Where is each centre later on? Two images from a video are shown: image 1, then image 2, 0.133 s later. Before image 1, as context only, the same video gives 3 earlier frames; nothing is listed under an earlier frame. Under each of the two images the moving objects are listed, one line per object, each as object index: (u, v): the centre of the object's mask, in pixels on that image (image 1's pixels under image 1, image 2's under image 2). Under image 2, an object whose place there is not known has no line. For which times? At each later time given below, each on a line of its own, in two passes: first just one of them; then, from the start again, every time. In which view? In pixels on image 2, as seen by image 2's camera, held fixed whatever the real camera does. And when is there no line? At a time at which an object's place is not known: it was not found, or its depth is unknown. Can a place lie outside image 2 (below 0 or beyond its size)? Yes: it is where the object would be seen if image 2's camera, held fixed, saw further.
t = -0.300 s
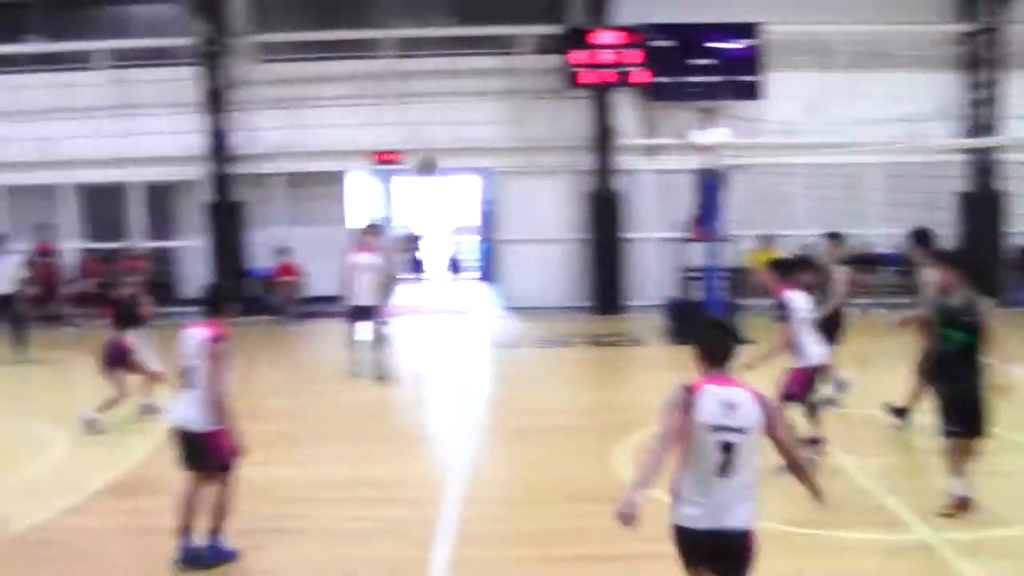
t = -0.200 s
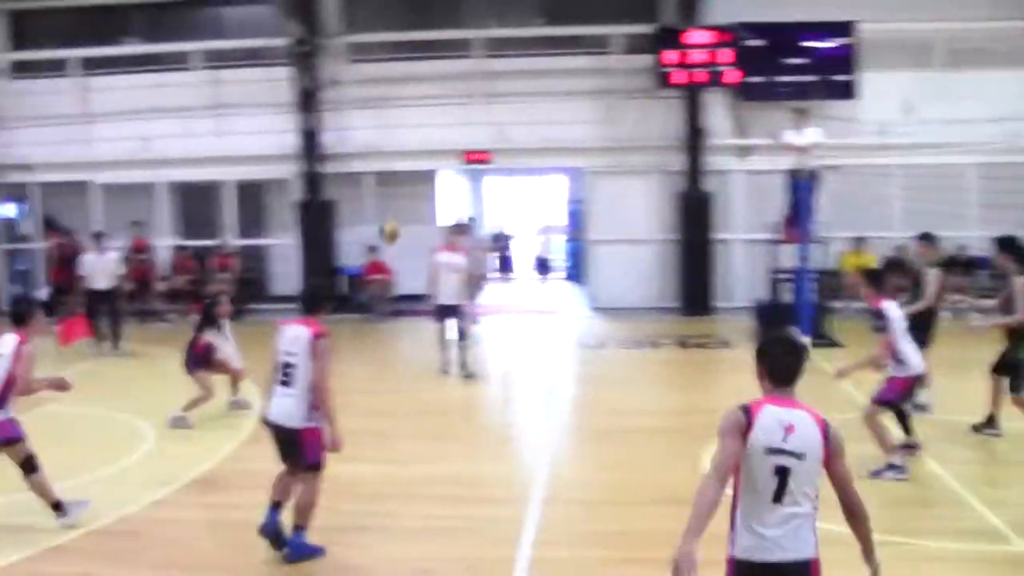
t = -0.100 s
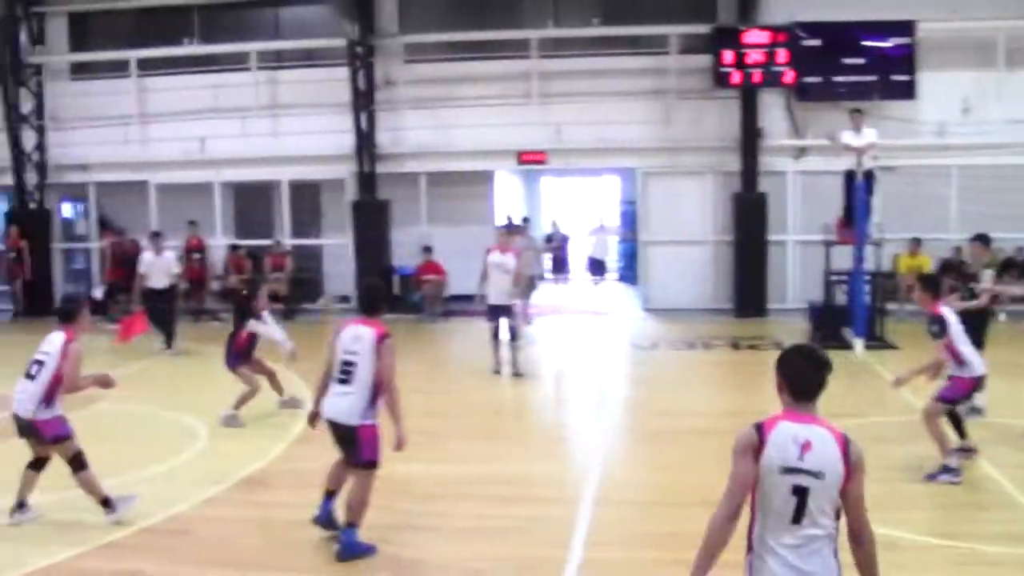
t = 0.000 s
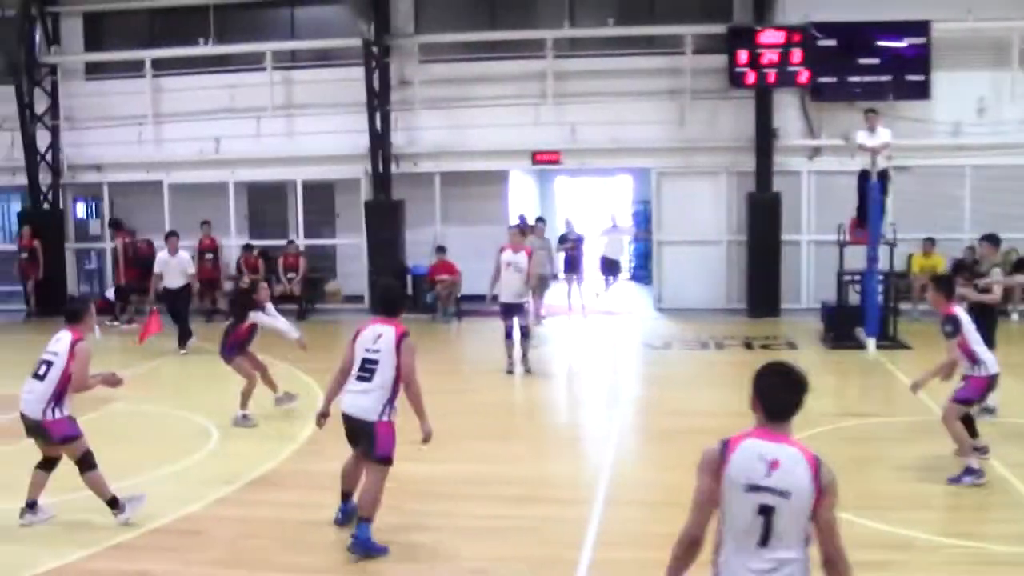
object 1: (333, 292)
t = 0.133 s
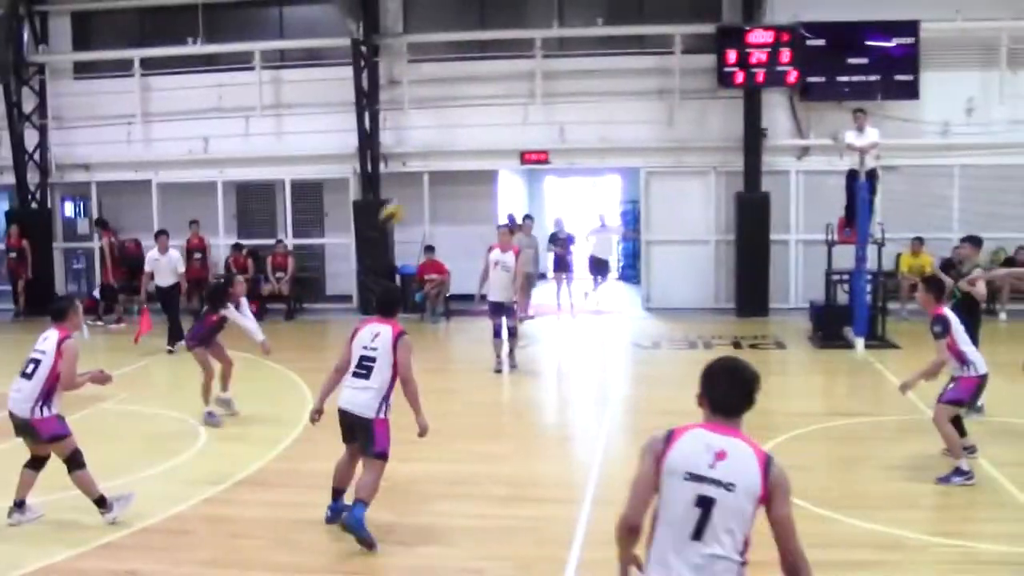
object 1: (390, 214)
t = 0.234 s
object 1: (445, 165)
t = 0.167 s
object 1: (411, 195)
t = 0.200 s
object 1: (428, 181)
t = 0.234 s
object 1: (445, 165)
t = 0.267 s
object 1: (464, 152)
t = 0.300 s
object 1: (483, 141)
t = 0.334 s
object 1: (503, 129)
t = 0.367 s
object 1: (523, 119)
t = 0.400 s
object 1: (542, 112)
